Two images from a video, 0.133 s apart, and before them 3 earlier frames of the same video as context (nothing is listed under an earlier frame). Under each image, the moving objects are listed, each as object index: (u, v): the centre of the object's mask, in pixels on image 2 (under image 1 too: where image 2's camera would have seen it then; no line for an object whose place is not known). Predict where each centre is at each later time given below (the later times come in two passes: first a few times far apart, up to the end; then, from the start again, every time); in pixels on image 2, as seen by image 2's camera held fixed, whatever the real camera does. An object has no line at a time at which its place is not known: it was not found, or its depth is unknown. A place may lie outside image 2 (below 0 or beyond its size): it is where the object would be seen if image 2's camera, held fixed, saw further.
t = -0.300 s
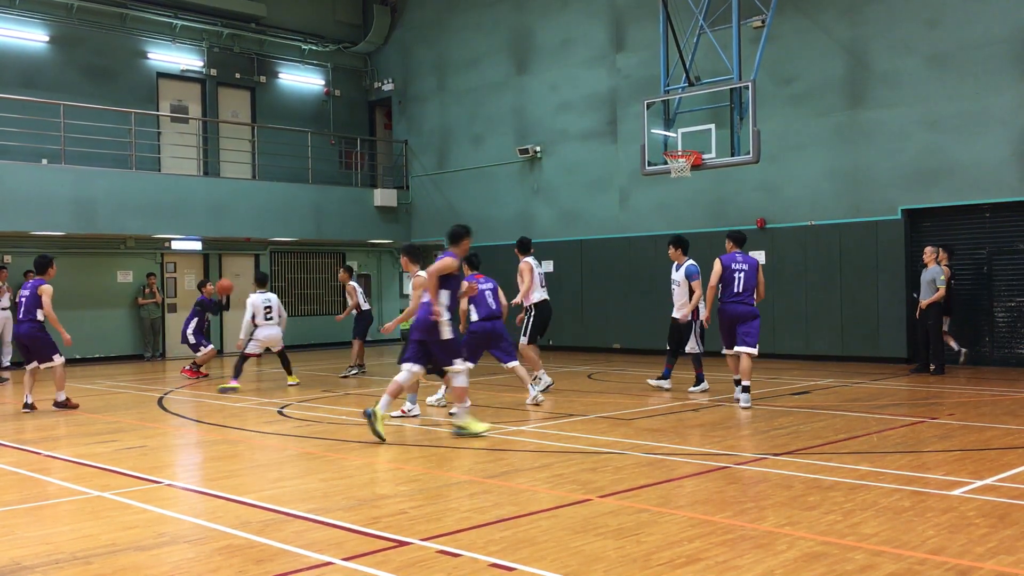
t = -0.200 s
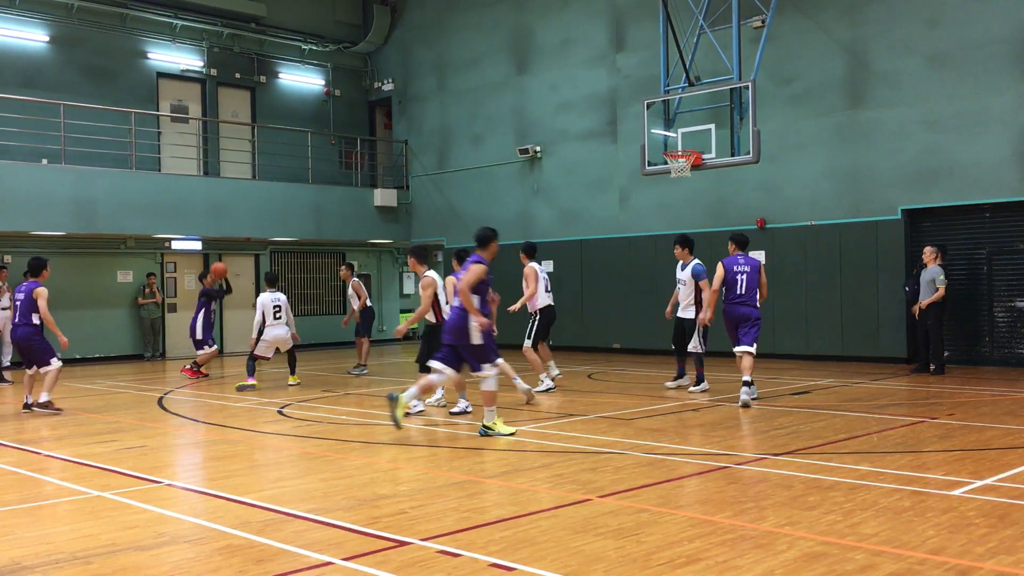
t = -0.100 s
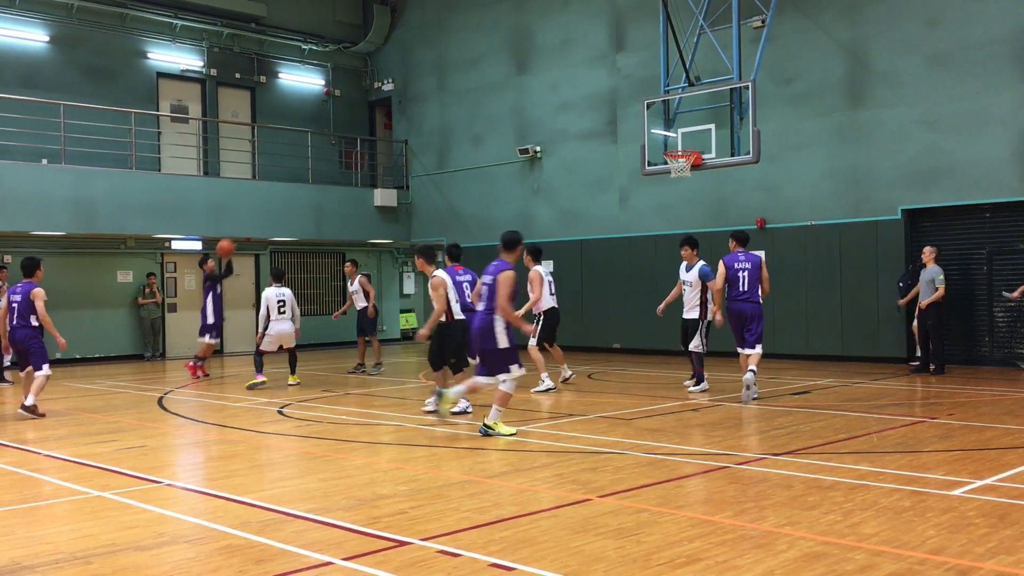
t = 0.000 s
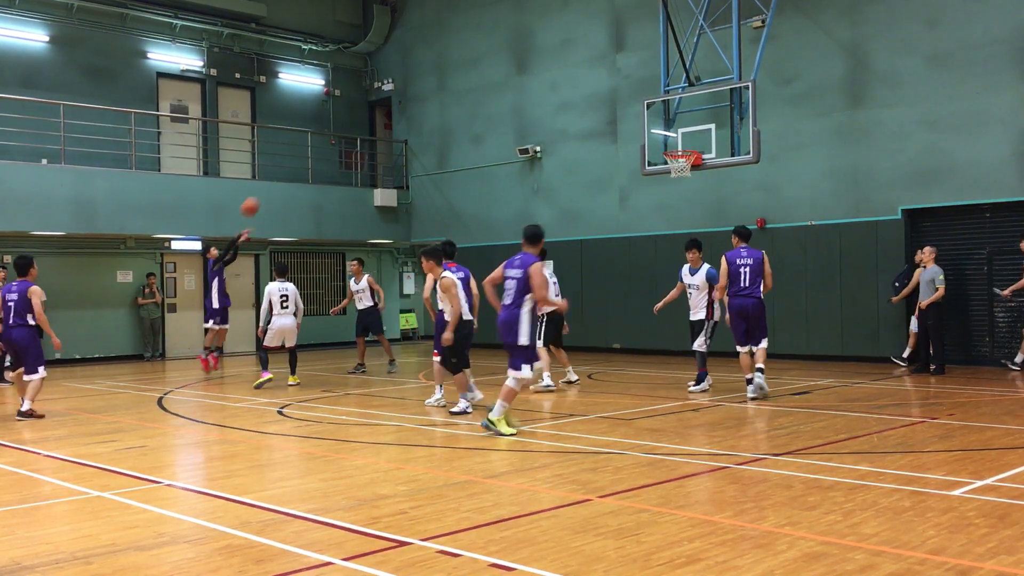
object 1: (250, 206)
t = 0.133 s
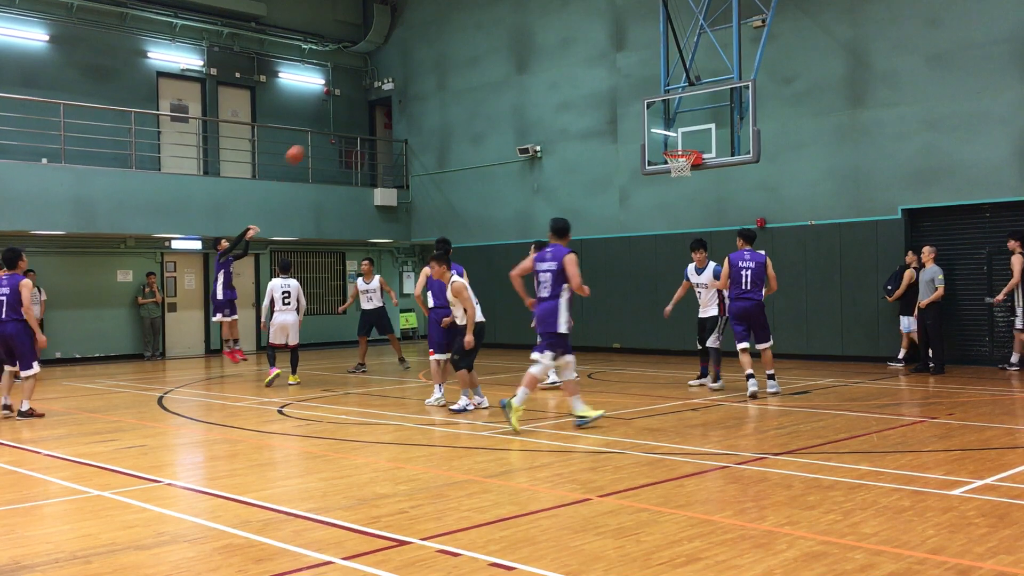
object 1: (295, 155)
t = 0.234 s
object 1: (329, 124)
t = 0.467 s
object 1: (410, 74)
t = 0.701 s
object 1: (491, 61)
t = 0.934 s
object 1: (576, 83)
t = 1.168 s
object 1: (663, 145)
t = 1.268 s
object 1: (667, 122)
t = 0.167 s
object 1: (306, 143)
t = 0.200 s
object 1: (318, 133)
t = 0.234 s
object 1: (329, 124)
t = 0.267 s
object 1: (340, 114)
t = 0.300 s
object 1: (351, 106)
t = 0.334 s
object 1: (363, 99)
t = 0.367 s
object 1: (373, 92)
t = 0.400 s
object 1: (386, 85)
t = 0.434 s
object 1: (398, 79)
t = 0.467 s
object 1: (410, 74)
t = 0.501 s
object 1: (420, 70)
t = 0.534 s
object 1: (432, 67)
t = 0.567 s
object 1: (444, 64)
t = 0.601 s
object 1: (456, 62)
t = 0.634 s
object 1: (467, 61)
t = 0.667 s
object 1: (479, 60)
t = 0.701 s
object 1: (491, 61)
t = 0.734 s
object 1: (503, 62)
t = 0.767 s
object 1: (515, 63)
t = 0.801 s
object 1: (527, 66)
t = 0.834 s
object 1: (539, 69)
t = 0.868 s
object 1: (551, 73)
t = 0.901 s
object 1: (563, 78)
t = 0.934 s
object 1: (576, 83)
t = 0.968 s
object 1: (588, 90)
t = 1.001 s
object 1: (600, 97)
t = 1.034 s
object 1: (613, 105)
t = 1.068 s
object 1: (626, 114)
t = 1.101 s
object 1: (638, 123)
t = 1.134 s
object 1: (650, 134)
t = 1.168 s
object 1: (663, 145)
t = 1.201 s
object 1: (665, 138)
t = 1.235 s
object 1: (666, 129)
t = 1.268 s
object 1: (667, 122)
